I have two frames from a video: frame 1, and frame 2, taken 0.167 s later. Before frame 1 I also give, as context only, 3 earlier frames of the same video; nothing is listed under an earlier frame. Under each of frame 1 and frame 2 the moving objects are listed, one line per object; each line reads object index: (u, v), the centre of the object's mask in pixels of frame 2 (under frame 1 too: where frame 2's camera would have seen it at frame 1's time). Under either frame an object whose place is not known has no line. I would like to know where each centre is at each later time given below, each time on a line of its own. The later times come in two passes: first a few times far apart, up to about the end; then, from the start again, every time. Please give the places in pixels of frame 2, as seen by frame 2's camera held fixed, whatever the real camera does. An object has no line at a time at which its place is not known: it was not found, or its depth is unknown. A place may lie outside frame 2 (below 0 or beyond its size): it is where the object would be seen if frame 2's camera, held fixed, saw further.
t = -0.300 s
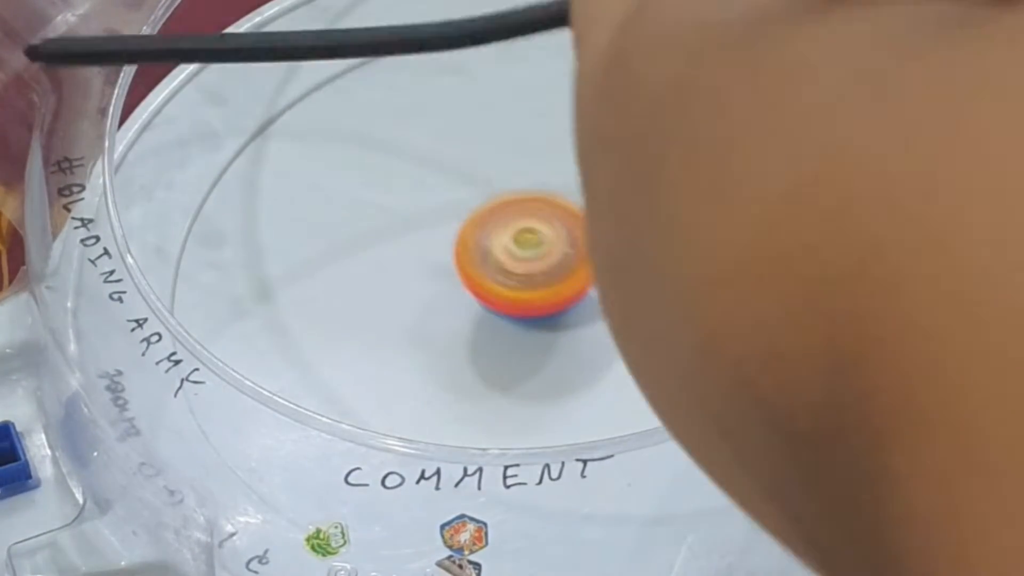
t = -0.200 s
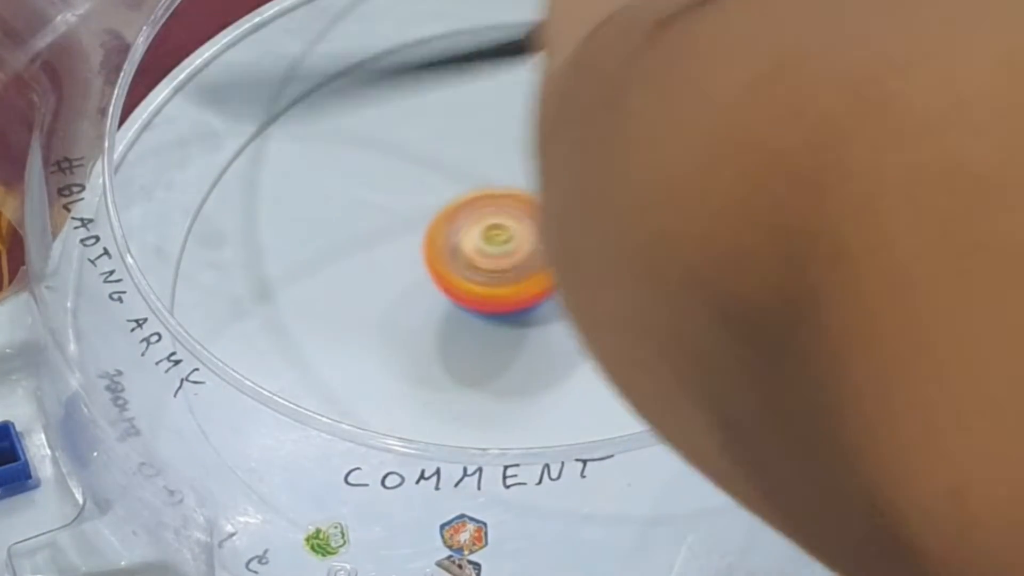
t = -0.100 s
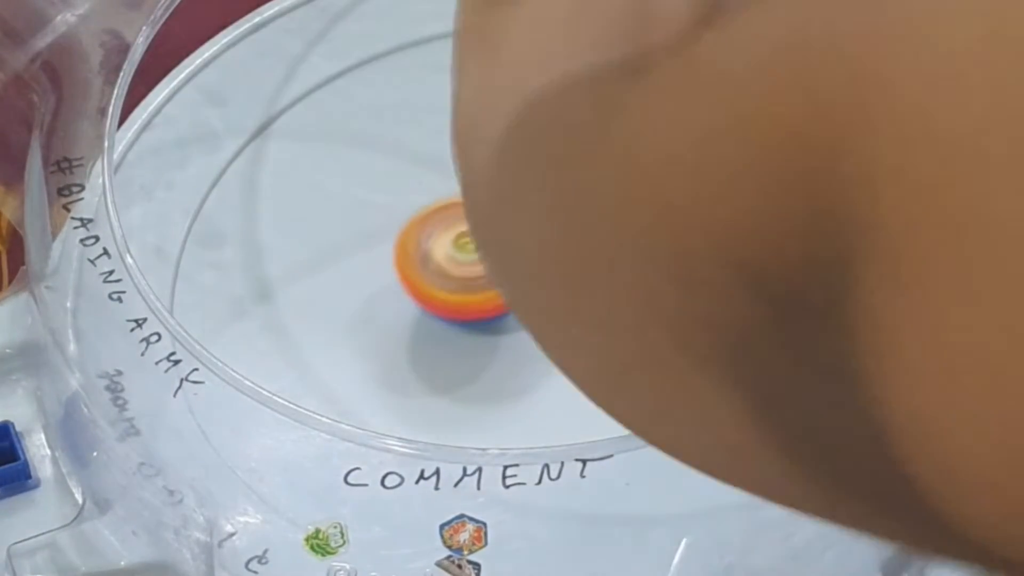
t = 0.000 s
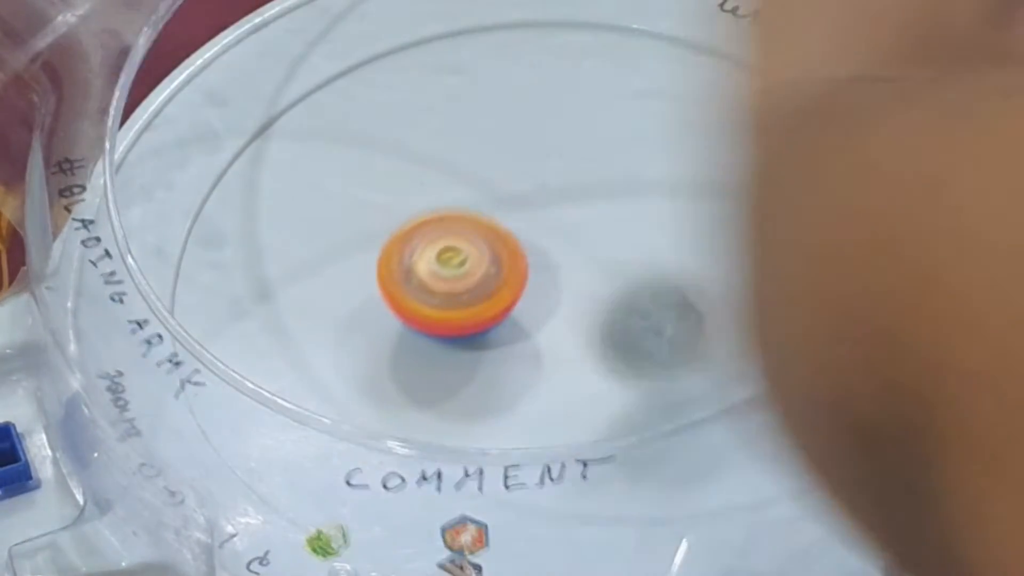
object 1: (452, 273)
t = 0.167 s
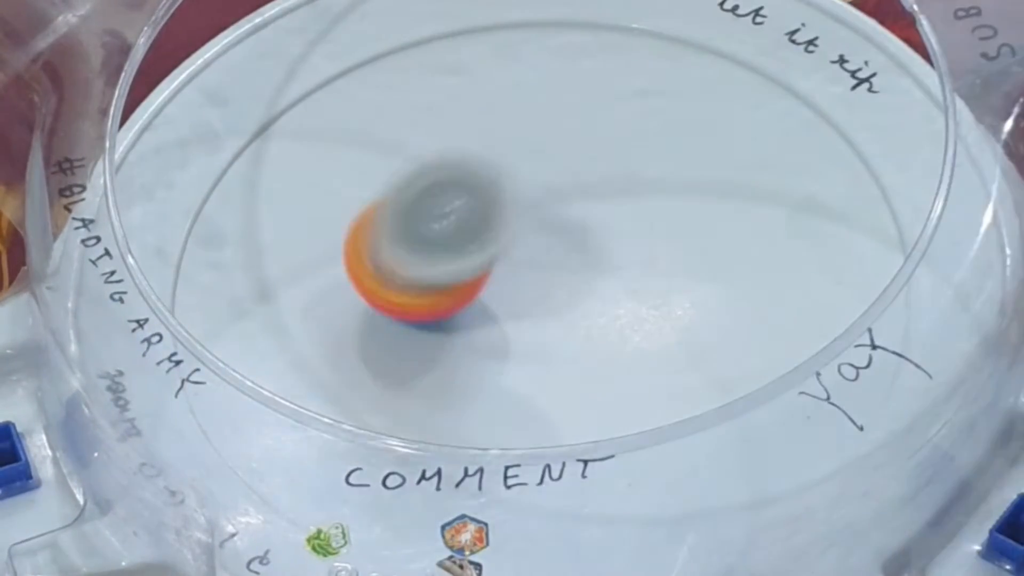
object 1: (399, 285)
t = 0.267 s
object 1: (502, 196)
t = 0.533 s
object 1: (656, 126)
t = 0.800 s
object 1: (658, 134)
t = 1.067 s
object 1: (626, 300)
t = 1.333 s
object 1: (572, 520)
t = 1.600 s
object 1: (506, 304)
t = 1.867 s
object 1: (465, 90)
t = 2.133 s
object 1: (403, 384)
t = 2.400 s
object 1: (395, 492)
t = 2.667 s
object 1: (125, 263)
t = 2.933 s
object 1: (362, 63)
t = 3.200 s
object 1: (634, 199)
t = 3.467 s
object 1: (584, 325)
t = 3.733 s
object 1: (447, 267)
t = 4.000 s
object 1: (345, 222)
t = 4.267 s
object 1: (320, 207)
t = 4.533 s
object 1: (392, 219)
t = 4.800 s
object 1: (515, 245)
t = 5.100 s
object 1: (629, 387)
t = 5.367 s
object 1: (620, 504)
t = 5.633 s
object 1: (496, 465)
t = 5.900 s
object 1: (439, 214)
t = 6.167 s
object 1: (405, 257)
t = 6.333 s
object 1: (407, 320)
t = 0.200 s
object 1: (477, 243)
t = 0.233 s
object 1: (472, 212)
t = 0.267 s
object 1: (502, 196)
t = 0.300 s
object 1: (535, 181)
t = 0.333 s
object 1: (567, 167)
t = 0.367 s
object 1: (598, 155)
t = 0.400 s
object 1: (622, 147)
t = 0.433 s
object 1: (638, 141)
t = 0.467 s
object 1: (647, 135)
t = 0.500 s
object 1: (652, 130)
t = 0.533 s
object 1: (656, 126)
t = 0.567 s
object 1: (658, 123)
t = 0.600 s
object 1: (659, 122)
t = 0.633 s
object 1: (660, 121)
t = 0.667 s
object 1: (660, 121)
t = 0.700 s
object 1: (660, 121)
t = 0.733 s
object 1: (660, 124)
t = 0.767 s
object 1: (660, 128)
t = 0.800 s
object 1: (658, 134)
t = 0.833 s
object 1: (655, 141)
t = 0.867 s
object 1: (652, 150)
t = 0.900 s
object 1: (648, 160)
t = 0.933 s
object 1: (643, 172)
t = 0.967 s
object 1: (639, 184)
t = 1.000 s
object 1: (635, 196)
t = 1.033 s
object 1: (631, 236)
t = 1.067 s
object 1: (626, 300)
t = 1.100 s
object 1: (622, 359)
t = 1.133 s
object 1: (616, 392)
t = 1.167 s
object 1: (614, 440)
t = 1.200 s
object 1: (607, 486)
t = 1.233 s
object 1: (601, 514)
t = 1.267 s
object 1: (596, 522)
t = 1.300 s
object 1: (584, 520)
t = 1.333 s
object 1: (572, 520)
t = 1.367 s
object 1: (560, 516)
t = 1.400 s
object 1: (550, 509)
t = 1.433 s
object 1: (541, 477)
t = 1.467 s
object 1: (533, 446)
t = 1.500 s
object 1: (527, 401)
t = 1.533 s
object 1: (518, 381)
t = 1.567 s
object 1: (512, 344)
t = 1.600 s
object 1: (506, 304)
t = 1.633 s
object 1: (501, 268)
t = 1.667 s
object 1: (495, 232)
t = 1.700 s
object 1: (489, 197)
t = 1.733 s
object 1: (482, 168)
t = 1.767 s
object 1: (477, 142)
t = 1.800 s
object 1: (471, 120)
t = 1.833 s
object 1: (468, 96)
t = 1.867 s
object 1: (465, 90)
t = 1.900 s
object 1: (465, 90)
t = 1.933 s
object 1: (467, 101)
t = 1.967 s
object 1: (472, 113)
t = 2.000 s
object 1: (459, 184)
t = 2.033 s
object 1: (445, 242)
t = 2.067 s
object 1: (429, 302)
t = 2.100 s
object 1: (414, 350)
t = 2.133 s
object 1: (403, 384)
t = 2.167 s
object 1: (400, 402)
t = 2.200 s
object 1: (391, 438)
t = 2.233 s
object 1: (393, 461)
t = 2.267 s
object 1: (400, 472)
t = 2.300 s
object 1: (411, 479)
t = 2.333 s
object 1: (423, 482)
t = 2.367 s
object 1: (435, 483)
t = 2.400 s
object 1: (395, 492)
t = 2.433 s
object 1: (346, 483)
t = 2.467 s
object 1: (311, 474)
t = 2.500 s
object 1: (286, 461)
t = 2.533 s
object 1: (278, 435)
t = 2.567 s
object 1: (231, 402)
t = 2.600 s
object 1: (189, 352)
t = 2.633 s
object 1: (161, 303)
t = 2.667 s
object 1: (125, 263)
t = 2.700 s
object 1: (155, 219)
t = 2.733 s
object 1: (166, 190)
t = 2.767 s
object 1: (184, 161)
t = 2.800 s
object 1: (218, 134)
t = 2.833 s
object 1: (252, 112)
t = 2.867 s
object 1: (288, 89)
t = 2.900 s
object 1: (324, 72)
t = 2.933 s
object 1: (362, 63)
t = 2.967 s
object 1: (406, 63)
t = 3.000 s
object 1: (448, 68)
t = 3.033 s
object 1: (486, 77)
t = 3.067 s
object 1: (524, 95)
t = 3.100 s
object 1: (559, 116)
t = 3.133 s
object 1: (588, 140)
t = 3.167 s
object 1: (613, 168)
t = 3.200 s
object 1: (634, 199)
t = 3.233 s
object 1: (648, 229)
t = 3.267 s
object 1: (656, 263)
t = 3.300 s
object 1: (658, 292)
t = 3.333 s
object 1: (654, 317)
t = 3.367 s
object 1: (642, 332)
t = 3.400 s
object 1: (623, 334)
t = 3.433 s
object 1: (604, 331)
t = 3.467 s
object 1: (584, 325)
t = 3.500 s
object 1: (566, 319)
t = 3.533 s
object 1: (548, 312)
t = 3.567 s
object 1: (530, 305)
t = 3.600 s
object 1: (513, 298)
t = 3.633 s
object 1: (496, 289)
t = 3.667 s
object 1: (479, 282)
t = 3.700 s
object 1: (463, 274)
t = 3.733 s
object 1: (447, 267)
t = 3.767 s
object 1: (431, 260)
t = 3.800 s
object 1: (416, 253)
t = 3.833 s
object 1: (403, 246)
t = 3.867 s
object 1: (389, 241)
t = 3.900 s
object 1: (376, 236)
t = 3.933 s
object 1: (365, 231)
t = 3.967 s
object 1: (354, 226)
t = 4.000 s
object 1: (345, 222)
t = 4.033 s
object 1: (337, 219)
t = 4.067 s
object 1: (329, 215)
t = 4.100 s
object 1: (324, 212)
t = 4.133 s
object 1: (320, 210)
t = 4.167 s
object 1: (318, 209)
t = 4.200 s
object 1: (317, 208)
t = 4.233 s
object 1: (318, 207)
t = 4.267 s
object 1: (320, 207)
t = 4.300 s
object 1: (323, 206)
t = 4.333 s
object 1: (329, 206)
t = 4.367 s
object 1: (336, 207)
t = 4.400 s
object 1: (346, 208)
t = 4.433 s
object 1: (356, 210)
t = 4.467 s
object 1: (367, 212)
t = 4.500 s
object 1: (379, 215)
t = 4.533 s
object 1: (392, 219)
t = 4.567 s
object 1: (406, 223)
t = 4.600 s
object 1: (420, 226)
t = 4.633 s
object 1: (434, 230)
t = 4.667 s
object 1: (450, 234)
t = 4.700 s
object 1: (466, 237)
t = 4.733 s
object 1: (482, 240)
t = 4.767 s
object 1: (498, 242)
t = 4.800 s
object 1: (515, 245)
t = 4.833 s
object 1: (531, 247)
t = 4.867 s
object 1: (547, 250)
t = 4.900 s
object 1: (563, 252)
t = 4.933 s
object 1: (579, 255)
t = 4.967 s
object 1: (594, 257)
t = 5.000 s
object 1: (604, 284)
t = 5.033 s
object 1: (613, 326)
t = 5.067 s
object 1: (622, 363)
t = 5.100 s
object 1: (629, 387)
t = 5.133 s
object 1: (636, 413)
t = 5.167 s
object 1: (642, 449)
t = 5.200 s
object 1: (645, 467)
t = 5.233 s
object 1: (645, 479)
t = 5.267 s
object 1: (646, 494)
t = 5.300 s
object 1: (643, 495)
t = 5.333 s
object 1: (636, 480)
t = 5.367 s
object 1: (620, 504)
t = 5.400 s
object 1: (604, 514)
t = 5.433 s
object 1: (588, 520)
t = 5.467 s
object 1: (569, 519)
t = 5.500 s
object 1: (554, 519)
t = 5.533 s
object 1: (540, 517)
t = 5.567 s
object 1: (524, 509)
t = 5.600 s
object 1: (512, 489)
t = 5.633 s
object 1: (496, 465)
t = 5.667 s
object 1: (487, 432)
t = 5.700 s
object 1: (479, 403)
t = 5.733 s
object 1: (469, 372)
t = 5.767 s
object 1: (462, 342)
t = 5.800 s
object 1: (456, 305)
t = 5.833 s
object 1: (451, 269)
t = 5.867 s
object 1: (447, 222)
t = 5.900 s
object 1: (439, 214)
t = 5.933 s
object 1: (432, 208)
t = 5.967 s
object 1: (425, 208)
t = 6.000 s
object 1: (419, 207)
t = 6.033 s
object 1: (413, 212)
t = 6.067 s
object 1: (410, 212)
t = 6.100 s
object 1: (407, 221)
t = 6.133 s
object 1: (406, 244)
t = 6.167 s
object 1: (405, 257)
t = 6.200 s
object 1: (405, 269)
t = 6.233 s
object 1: (404, 280)
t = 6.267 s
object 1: (406, 299)
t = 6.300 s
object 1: (407, 312)
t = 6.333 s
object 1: (407, 320)
